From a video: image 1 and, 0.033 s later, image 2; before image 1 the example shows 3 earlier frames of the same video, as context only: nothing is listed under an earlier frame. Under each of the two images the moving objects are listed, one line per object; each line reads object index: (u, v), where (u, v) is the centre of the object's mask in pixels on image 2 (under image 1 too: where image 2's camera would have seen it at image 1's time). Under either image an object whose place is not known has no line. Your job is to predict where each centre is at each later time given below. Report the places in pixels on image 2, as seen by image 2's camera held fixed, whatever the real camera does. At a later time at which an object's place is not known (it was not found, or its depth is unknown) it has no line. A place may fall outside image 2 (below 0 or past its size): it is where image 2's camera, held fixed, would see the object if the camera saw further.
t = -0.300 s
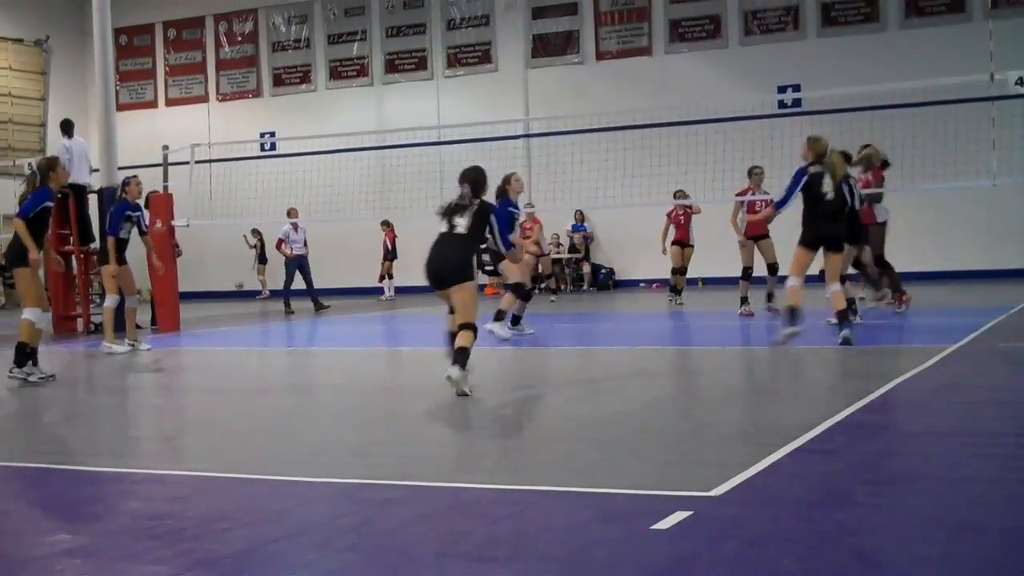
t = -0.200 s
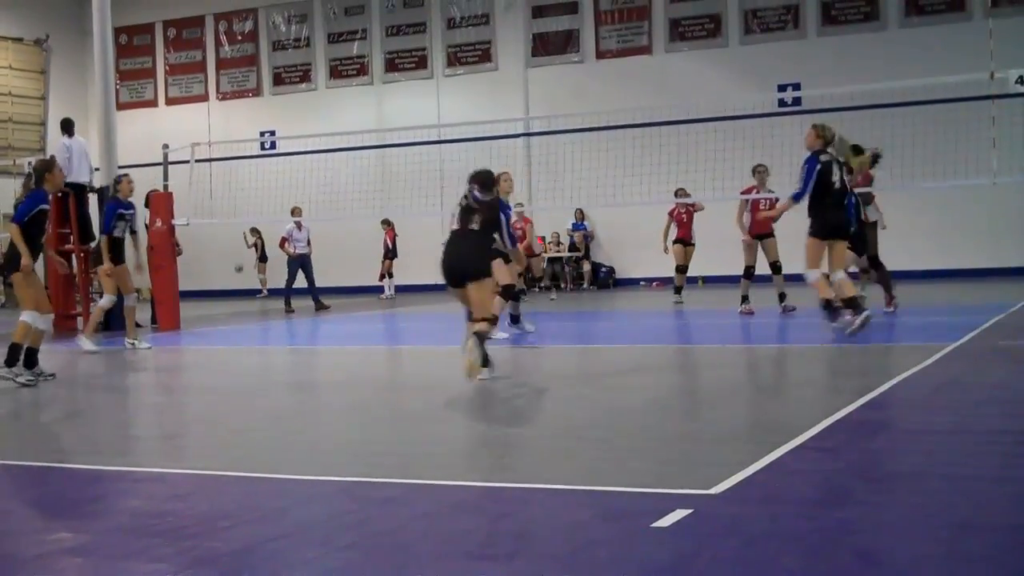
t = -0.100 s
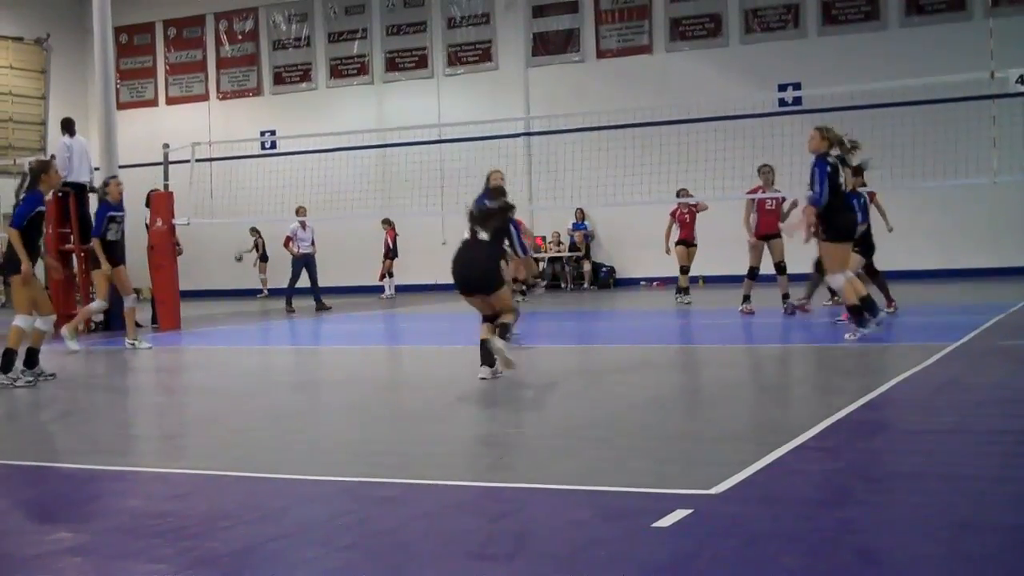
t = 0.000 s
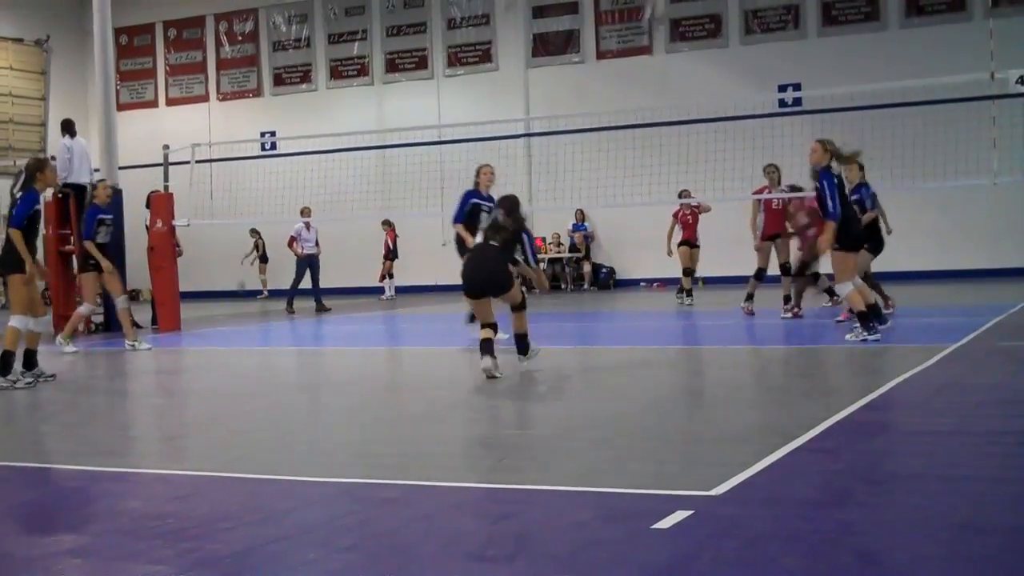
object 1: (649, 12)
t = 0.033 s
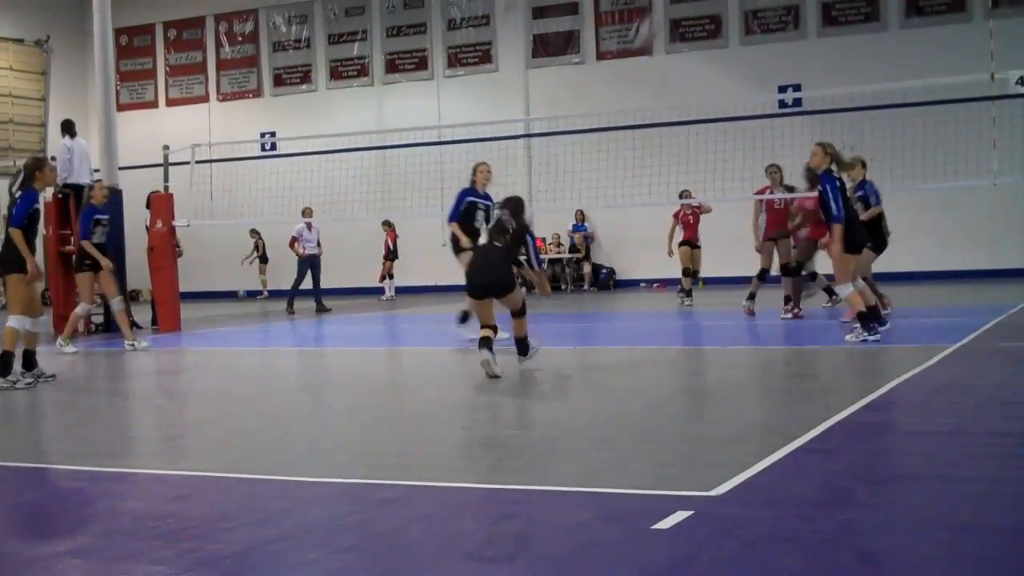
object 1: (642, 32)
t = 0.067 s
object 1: (634, 52)
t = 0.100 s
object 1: (623, 75)
